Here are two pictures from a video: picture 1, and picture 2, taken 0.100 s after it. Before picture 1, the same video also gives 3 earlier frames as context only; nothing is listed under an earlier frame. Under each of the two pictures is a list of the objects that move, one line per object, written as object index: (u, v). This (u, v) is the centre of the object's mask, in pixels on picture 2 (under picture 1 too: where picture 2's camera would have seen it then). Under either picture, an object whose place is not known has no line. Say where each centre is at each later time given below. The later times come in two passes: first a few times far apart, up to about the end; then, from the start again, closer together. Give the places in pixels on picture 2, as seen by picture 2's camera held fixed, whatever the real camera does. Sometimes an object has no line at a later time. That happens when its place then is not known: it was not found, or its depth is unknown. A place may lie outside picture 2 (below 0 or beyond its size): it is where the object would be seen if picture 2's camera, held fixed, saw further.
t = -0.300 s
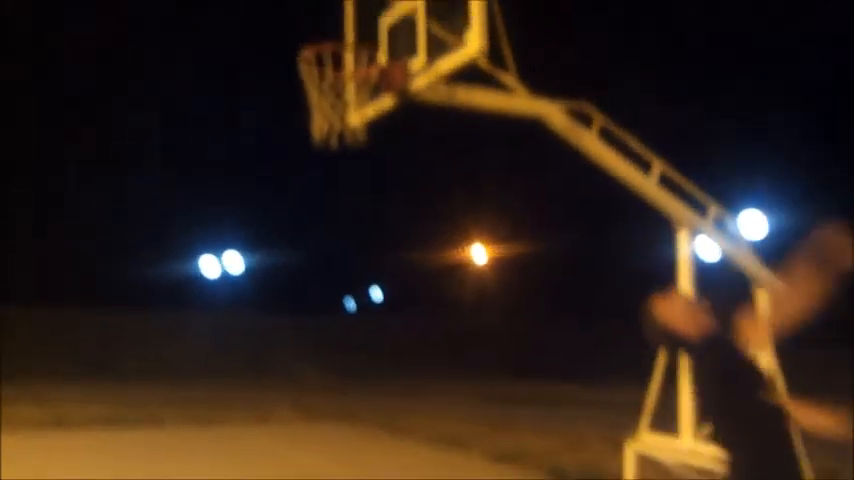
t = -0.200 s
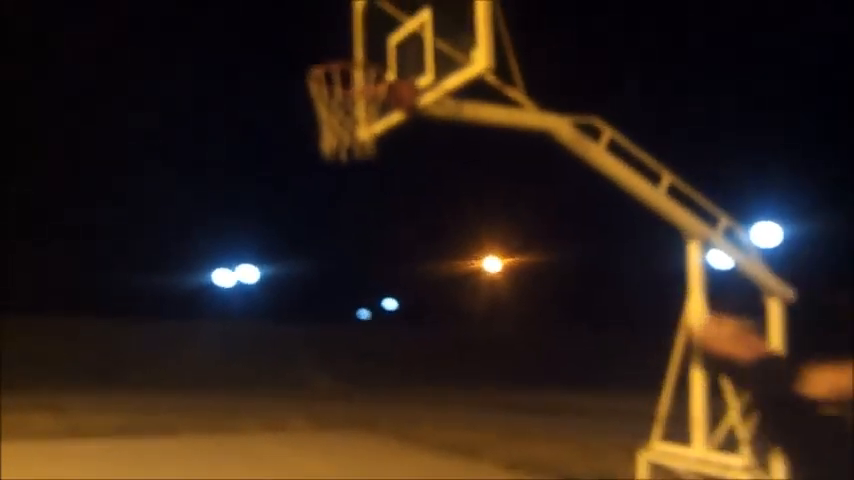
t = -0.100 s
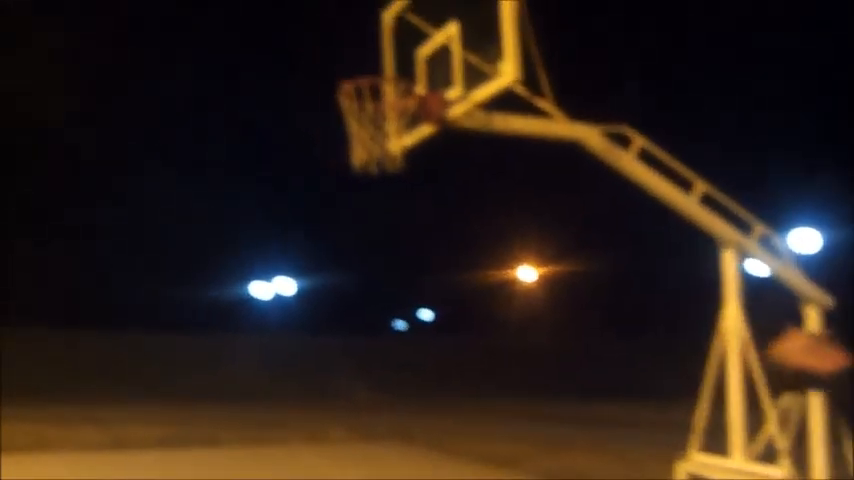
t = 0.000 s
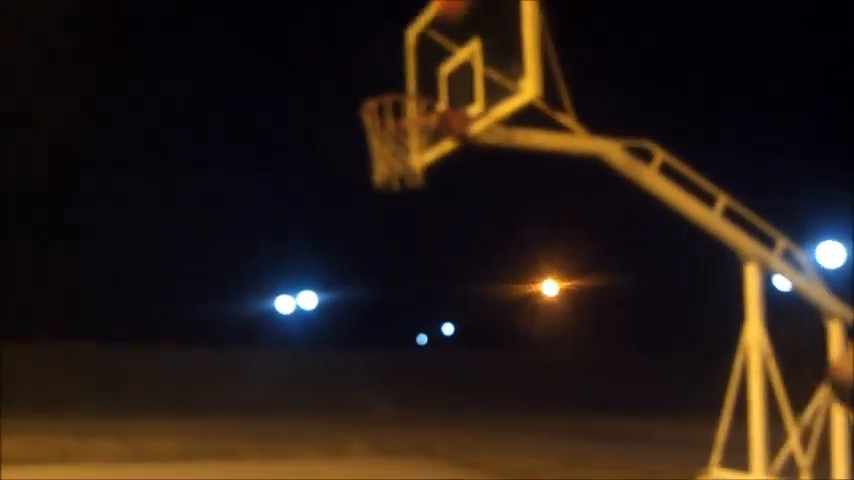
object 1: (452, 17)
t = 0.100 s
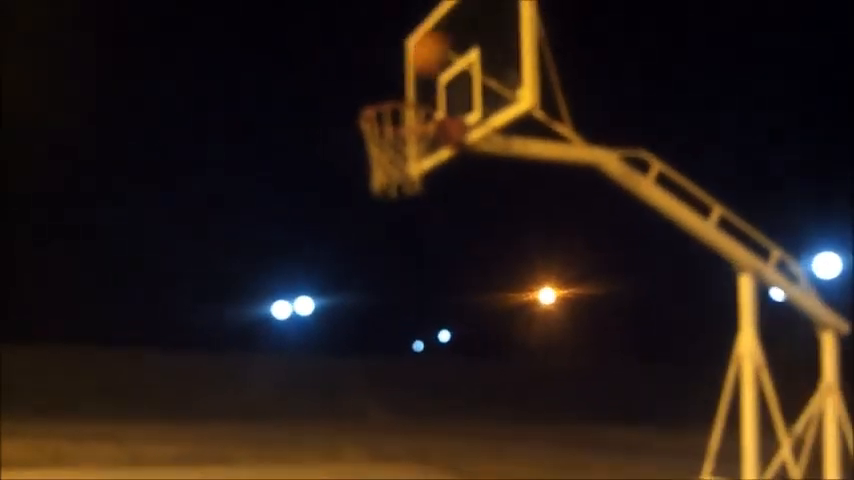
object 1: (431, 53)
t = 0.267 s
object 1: (388, 166)
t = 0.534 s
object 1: (343, 380)
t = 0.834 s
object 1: (306, 457)
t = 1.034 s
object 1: (303, 352)
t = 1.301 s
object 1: (292, 283)
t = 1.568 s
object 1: (271, 322)
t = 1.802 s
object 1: (250, 437)
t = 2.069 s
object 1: (230, 433)
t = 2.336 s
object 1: (222, 383)
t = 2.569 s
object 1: (207, 419)
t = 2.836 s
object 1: (194, 547)
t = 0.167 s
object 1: (414, 89)
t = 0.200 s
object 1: (405, 114)
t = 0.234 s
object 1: (395, 139)
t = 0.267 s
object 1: (388, 166)
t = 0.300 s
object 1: (382, 183)
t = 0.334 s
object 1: (378, 207)
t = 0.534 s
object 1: (343, 380)
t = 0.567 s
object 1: (336, 415)
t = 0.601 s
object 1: (330, 442)
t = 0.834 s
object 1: (306, 457)
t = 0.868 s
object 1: (306, 444)
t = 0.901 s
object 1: (305, 422)
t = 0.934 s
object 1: (305, 401)
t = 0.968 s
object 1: (305, 384)
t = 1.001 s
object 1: (304, 367)
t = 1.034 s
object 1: (303, 352)
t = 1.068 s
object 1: (302, 339)
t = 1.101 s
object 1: (302, 330)
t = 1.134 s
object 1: (302, 320)
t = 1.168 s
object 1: (300, 306)
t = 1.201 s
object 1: (299, 298)
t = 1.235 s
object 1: (296, 288)
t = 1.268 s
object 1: (294, 285)
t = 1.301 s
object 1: (292, 283)
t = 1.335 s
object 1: (290, 283)
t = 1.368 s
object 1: (288, 283)
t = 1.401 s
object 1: (286, 284)
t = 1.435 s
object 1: (283, 287)
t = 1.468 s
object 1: (280, 292)
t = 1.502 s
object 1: (277, 301)
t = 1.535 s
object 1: (275, 309)
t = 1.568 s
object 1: (271, 322)
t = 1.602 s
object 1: (269, 335)
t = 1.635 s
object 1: (268, 344)
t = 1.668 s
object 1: (264, 360)
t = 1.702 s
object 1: (262, 376)
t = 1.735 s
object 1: (258, 395)
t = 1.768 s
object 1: (255, 414)
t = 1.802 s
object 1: (250, 437)
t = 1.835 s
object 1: (248, 462)
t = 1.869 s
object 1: (246, 490)
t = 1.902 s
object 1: (242, 504)
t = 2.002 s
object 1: (232, 463)
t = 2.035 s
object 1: (230, 447)
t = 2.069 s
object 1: (230, 433)
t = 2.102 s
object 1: (229, 422)
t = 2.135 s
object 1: (229, 411)
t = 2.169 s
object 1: (228, 403)
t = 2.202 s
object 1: (227, 396)
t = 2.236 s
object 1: (226, 391)
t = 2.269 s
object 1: (224, 387)
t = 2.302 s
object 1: (223, 384)
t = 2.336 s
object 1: (222, 383)
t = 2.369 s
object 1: (220, 384)
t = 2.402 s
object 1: (218, 386)
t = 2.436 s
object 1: (216, 390)
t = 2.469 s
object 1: (214, 395)
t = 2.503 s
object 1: (212, 402)
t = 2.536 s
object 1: (210, 409)
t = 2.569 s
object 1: (207, 419)
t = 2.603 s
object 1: (204, 431)
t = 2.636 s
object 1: (201, 444)
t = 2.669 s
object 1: (199, 458)
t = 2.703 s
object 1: (199, 472)
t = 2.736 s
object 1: (198, 491)
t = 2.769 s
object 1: (196, 509)
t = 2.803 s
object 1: (195, 531)
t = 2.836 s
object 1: (194, 547)
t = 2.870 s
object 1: (191, 531)
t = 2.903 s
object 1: (192, 513)
